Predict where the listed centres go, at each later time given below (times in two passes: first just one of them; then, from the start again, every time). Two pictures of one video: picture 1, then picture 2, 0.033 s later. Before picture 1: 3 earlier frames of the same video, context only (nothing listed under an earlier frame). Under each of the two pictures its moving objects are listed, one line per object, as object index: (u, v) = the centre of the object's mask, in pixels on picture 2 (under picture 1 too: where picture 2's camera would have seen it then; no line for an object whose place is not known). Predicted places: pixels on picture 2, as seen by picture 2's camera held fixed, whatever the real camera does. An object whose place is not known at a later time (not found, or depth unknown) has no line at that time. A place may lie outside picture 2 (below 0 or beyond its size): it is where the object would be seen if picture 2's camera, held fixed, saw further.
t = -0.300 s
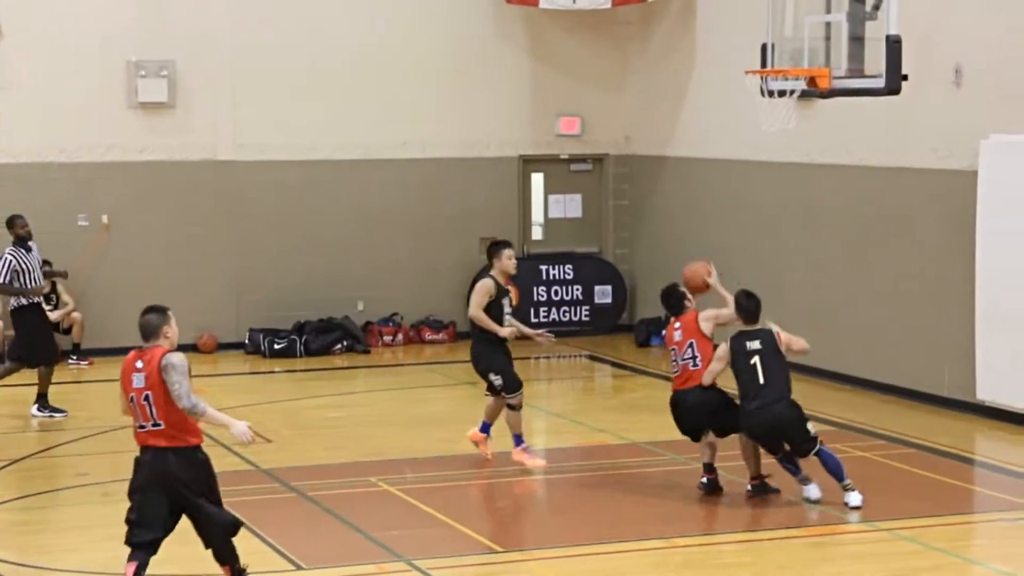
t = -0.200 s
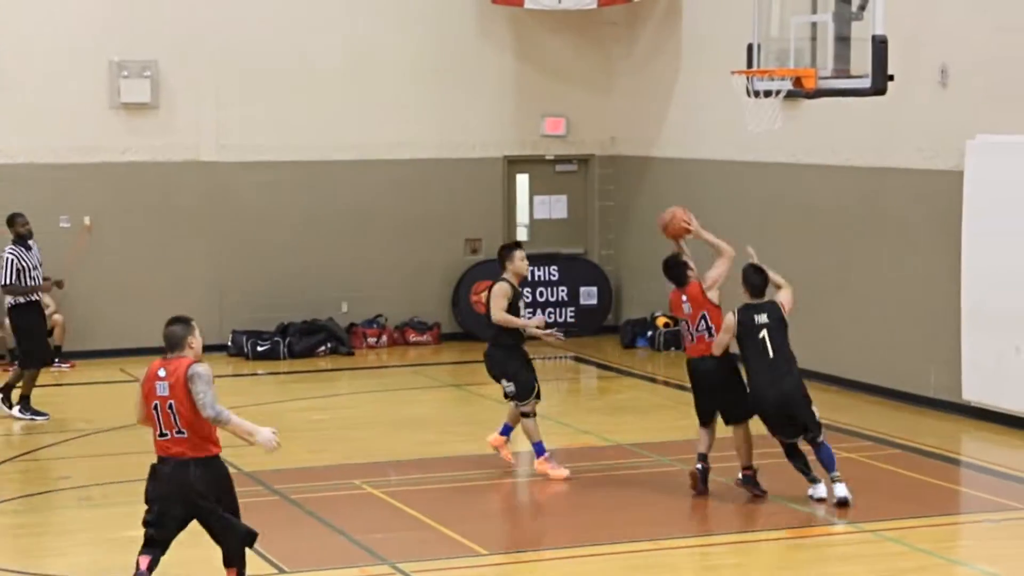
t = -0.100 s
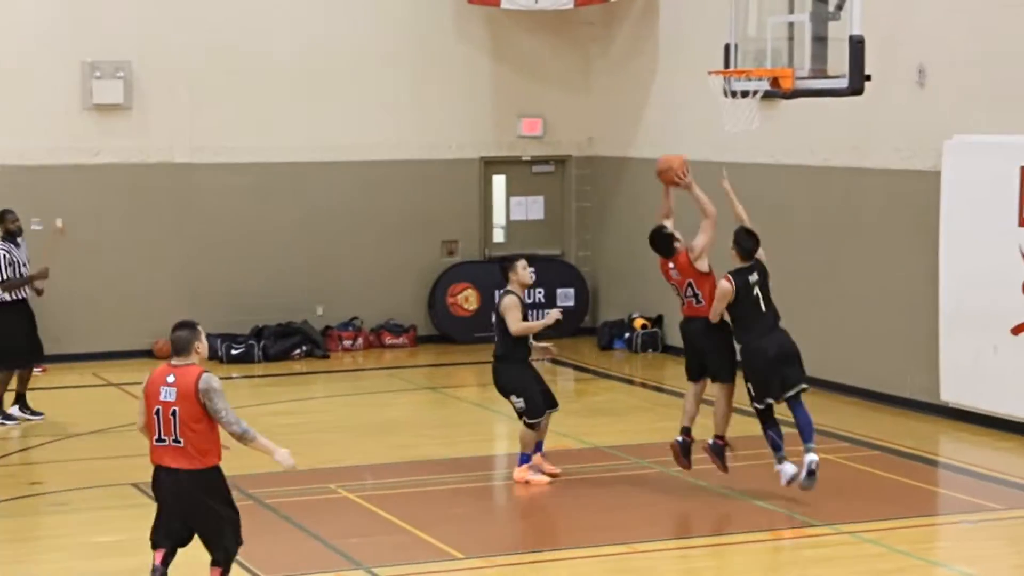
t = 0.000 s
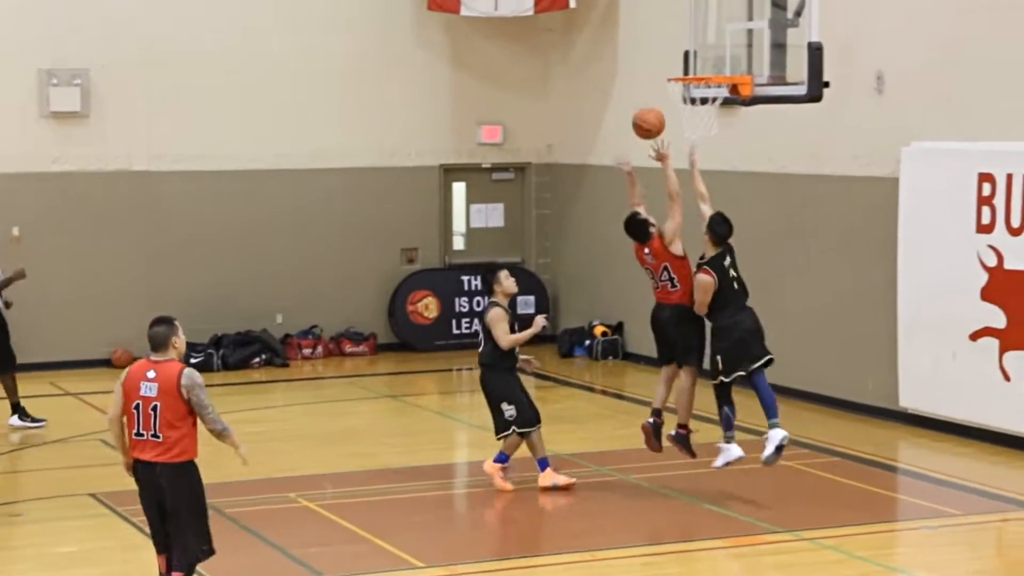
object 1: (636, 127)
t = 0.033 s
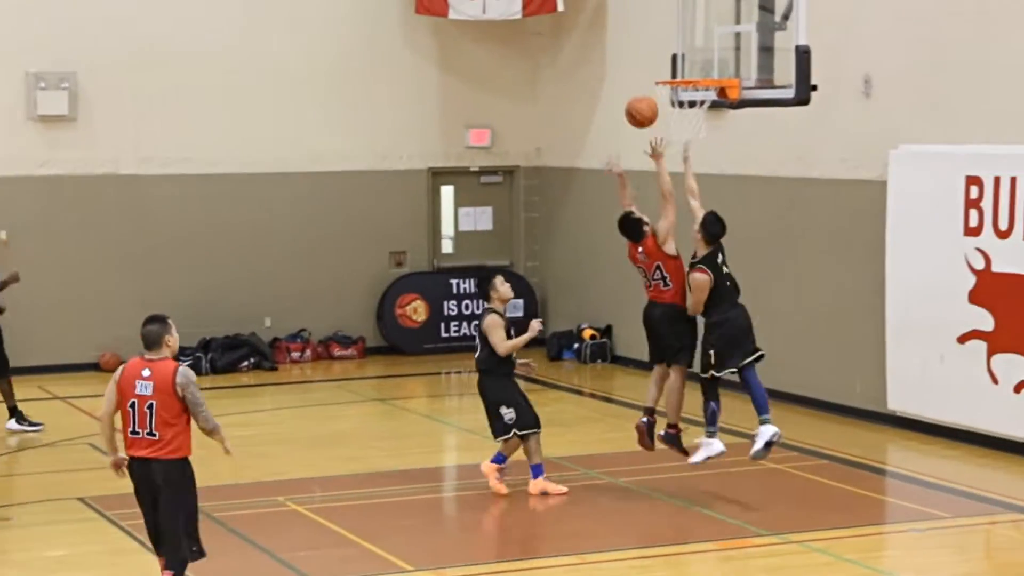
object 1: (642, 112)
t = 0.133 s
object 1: (657, 76)
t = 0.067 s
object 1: (646, 98)
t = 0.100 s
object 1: (652, 87)
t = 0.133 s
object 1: (657, 76)
